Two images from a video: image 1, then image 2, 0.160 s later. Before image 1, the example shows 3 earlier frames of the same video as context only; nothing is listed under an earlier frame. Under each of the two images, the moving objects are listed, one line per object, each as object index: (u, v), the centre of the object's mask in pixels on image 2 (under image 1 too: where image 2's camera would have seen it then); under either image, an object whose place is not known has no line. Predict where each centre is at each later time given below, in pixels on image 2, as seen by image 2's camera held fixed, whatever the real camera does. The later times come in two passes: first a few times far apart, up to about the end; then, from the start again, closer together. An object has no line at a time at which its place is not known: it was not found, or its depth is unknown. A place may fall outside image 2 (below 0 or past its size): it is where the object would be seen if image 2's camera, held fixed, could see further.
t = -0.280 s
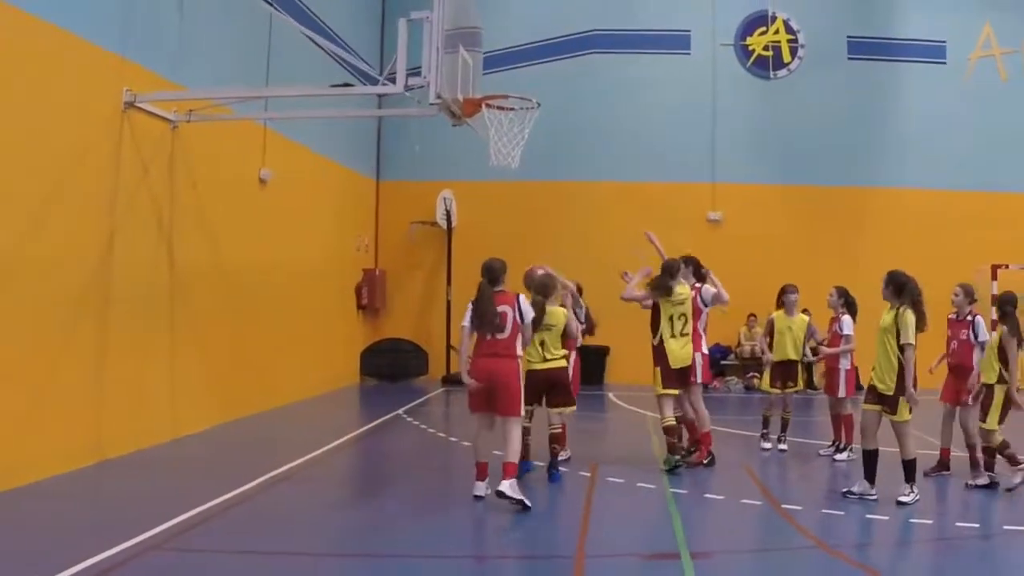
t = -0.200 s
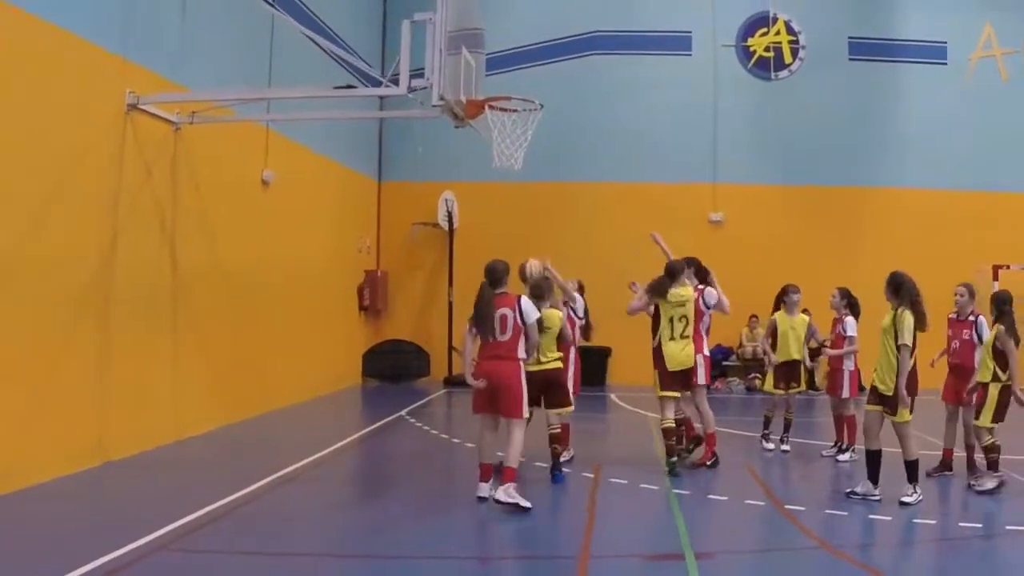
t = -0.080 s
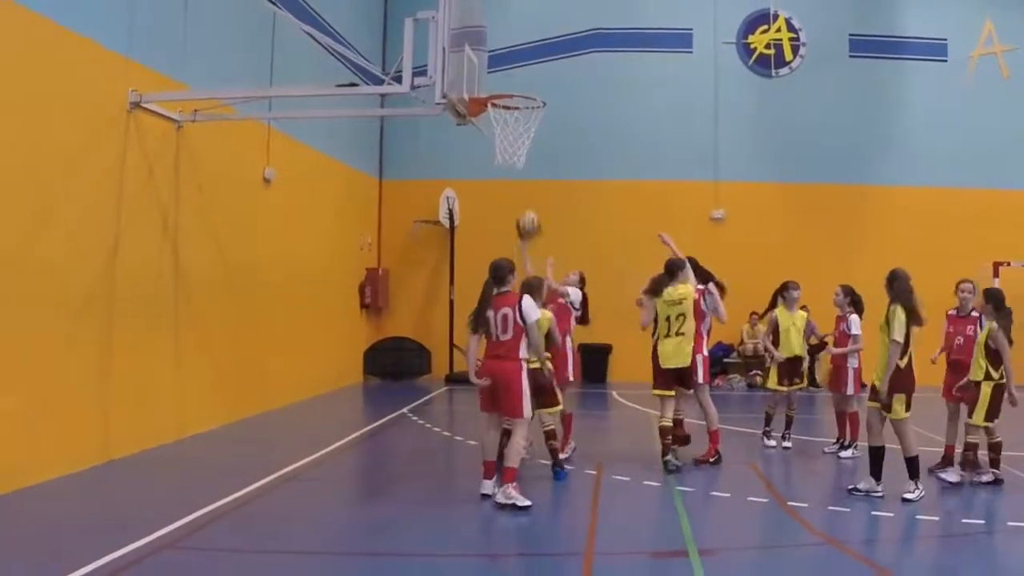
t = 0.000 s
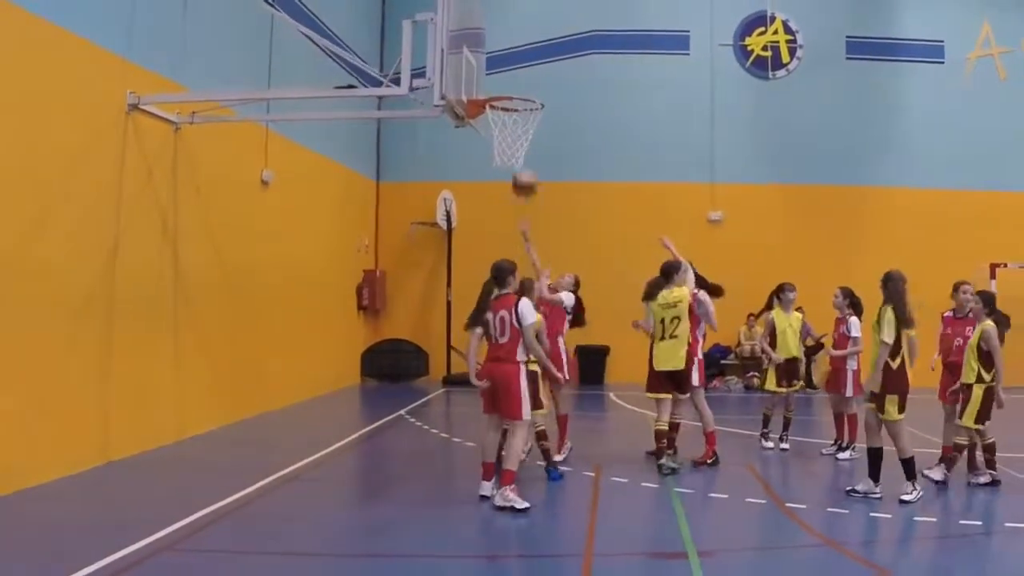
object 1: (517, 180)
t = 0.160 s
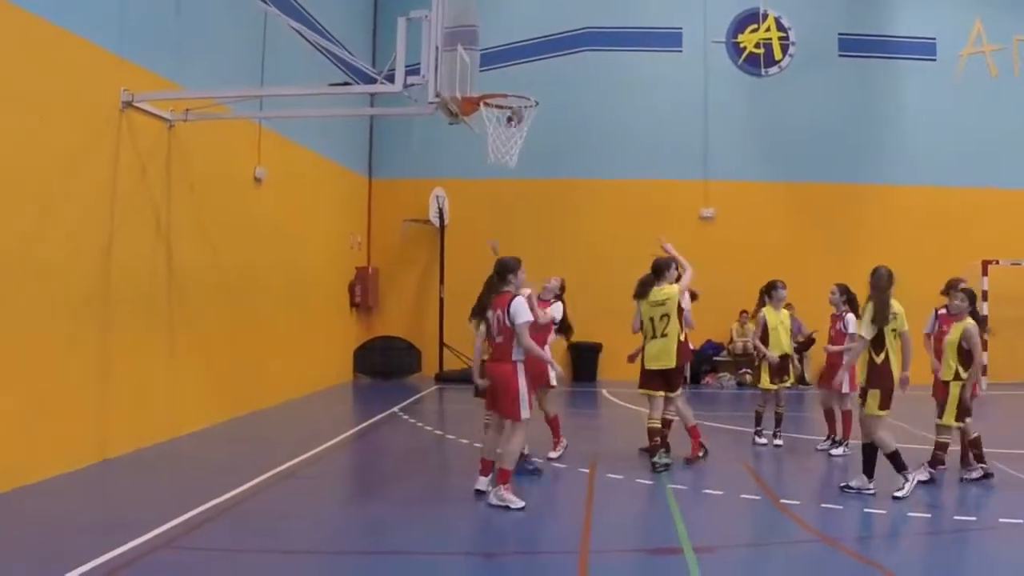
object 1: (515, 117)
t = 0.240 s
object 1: (507, 92)
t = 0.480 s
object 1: (497, 63)
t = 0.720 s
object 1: (492, 72)
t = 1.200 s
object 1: (520, 126)
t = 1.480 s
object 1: (498, 255)
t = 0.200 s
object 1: (510, 105)
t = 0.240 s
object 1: (507, 92)
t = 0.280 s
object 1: (505, 83)
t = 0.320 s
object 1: (504, 76)
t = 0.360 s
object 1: (502, 70)
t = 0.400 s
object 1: (500, 66)
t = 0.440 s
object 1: (498, 63)
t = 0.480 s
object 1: (497, 63)
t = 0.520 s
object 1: (494, 64)
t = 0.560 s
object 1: (492, 68)
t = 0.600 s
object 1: (490, 73)
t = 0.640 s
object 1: (489, 79)
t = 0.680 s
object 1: (490, 78)
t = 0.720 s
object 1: (492, 72)
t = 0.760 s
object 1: (496, 67)
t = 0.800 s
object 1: (500, 65)
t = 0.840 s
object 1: (503, 64)
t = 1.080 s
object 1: (528, 97)
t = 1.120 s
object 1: (526, 106)
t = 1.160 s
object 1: (524, 115)
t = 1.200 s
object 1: (520, 126)
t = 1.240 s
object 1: (518, 138)
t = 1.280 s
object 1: (513, 152)
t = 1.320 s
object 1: (510, 170)
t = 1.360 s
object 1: (508, 187)
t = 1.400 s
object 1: (505, 206)
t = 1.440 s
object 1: (500, 228)
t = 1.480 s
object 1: (498, 255)
